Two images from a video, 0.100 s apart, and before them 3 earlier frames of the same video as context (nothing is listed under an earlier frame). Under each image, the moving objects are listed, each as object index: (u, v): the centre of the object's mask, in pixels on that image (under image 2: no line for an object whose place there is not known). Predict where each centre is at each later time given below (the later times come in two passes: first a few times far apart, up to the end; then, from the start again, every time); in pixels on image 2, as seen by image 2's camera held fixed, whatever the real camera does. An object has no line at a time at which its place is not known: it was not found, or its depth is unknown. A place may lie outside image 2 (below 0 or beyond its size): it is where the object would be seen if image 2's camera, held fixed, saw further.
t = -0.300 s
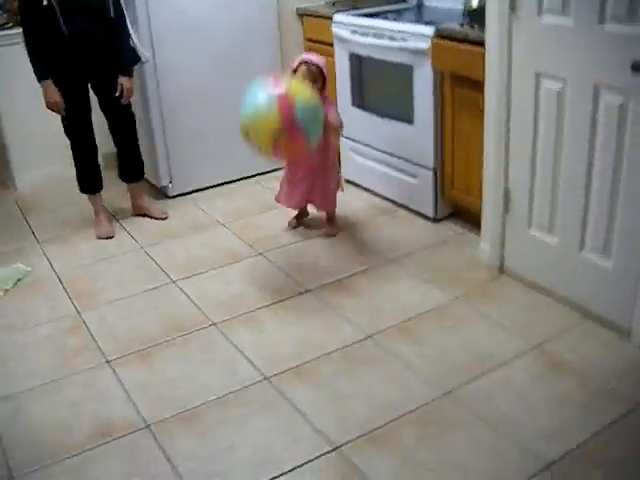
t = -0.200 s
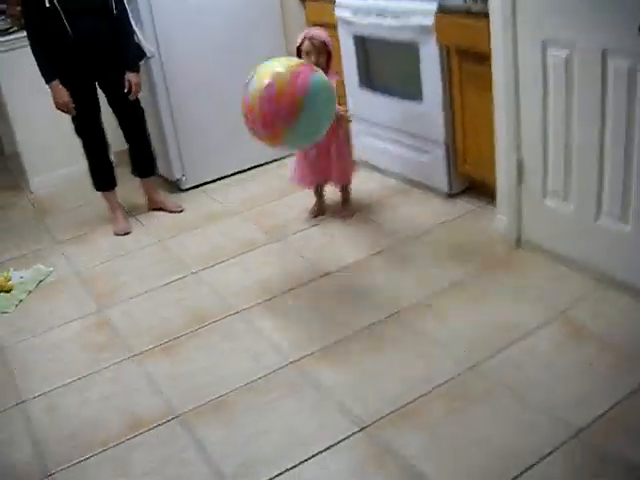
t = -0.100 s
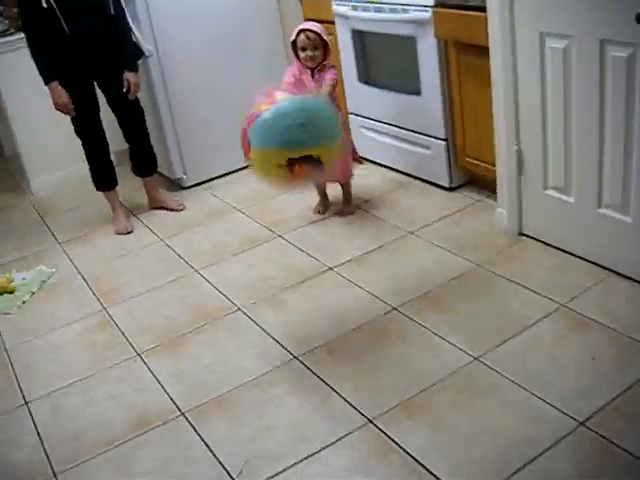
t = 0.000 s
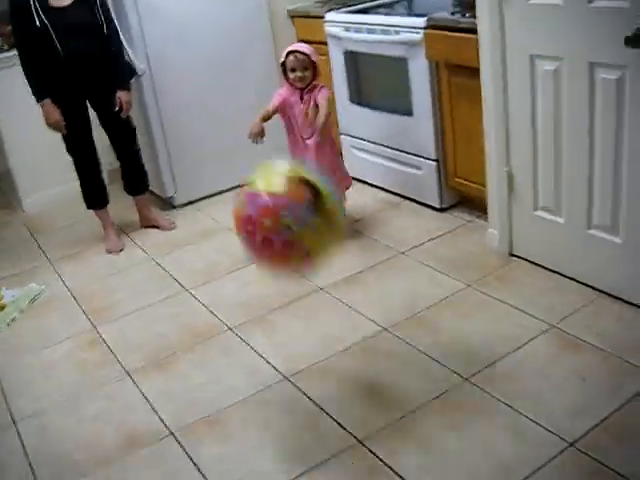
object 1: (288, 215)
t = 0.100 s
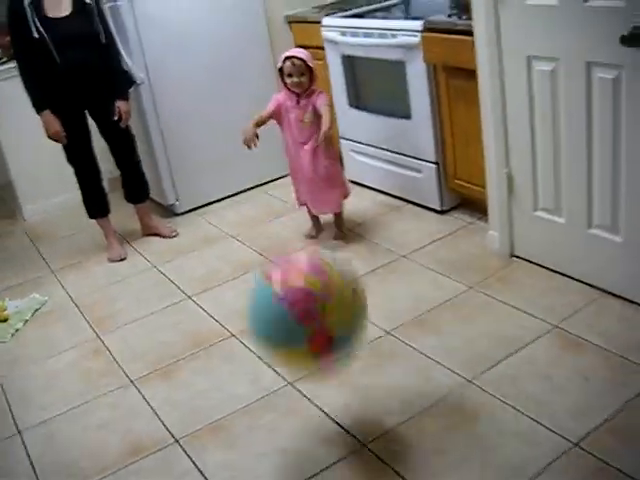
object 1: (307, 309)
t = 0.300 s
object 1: (332, 417)
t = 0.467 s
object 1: (342, 396)
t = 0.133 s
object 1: (312, 341)
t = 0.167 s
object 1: (319, 375)
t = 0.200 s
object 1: (328, 419)
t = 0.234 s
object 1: (332, 432)
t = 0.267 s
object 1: (331, 425)
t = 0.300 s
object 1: (332, 417)
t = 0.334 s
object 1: (334, 410)
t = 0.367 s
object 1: (335, 403)
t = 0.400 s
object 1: (335, 398)
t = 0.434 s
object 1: (339, 397)
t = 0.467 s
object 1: (342, 396)
